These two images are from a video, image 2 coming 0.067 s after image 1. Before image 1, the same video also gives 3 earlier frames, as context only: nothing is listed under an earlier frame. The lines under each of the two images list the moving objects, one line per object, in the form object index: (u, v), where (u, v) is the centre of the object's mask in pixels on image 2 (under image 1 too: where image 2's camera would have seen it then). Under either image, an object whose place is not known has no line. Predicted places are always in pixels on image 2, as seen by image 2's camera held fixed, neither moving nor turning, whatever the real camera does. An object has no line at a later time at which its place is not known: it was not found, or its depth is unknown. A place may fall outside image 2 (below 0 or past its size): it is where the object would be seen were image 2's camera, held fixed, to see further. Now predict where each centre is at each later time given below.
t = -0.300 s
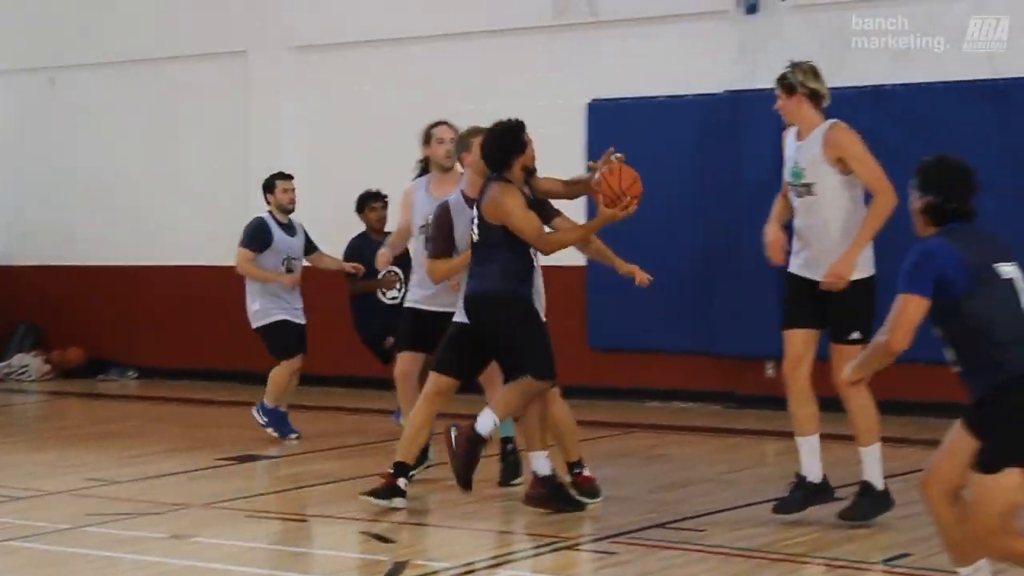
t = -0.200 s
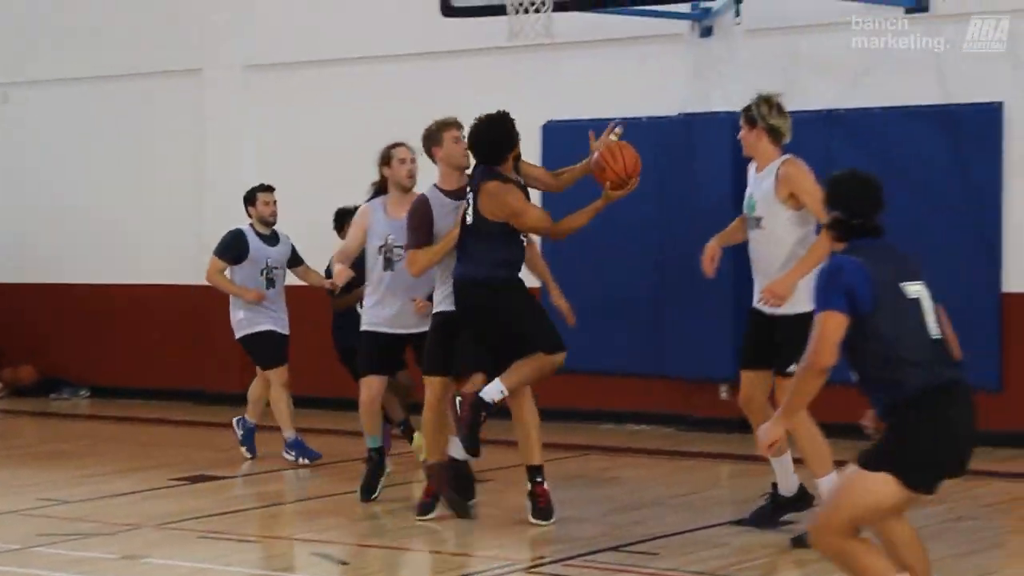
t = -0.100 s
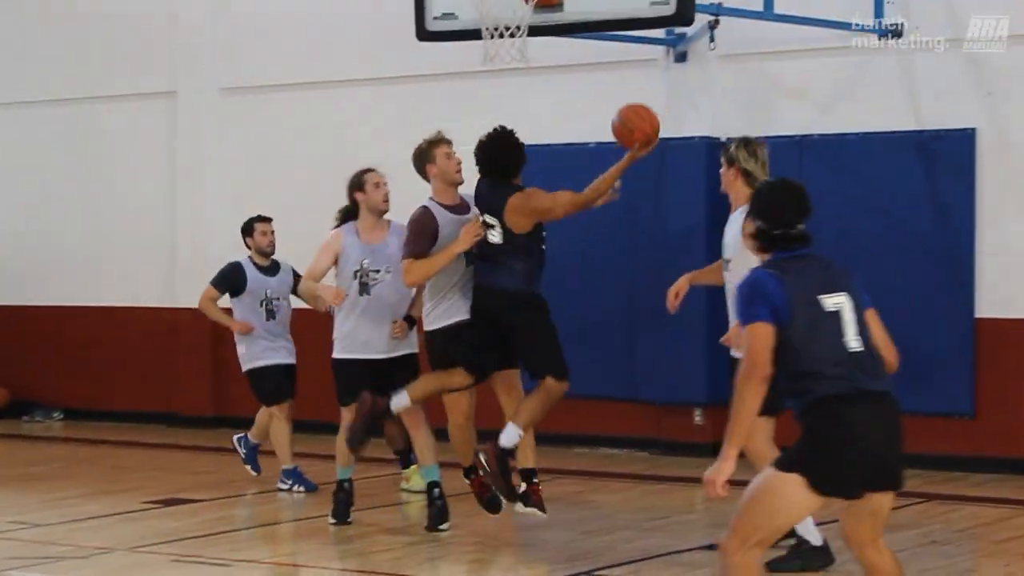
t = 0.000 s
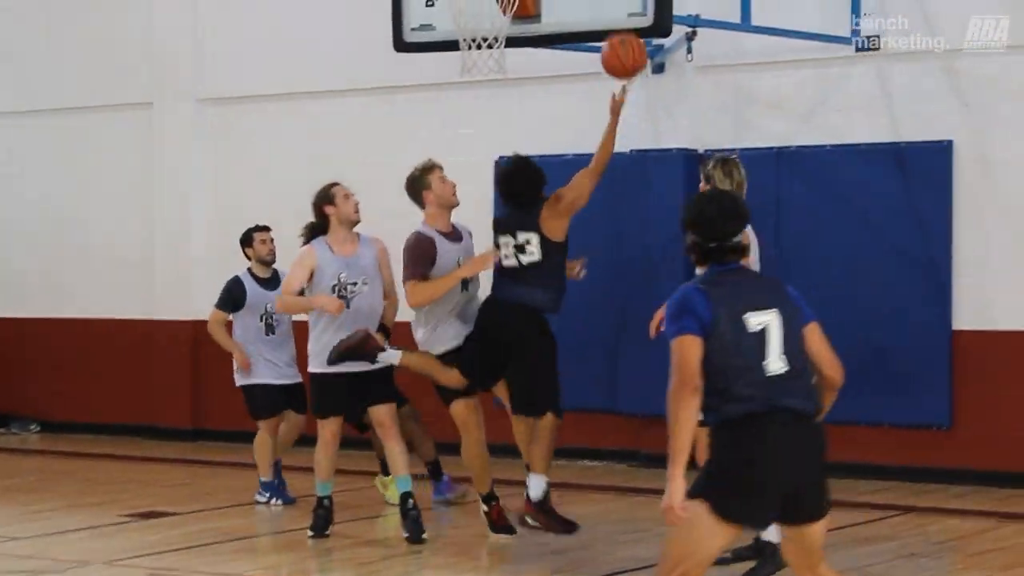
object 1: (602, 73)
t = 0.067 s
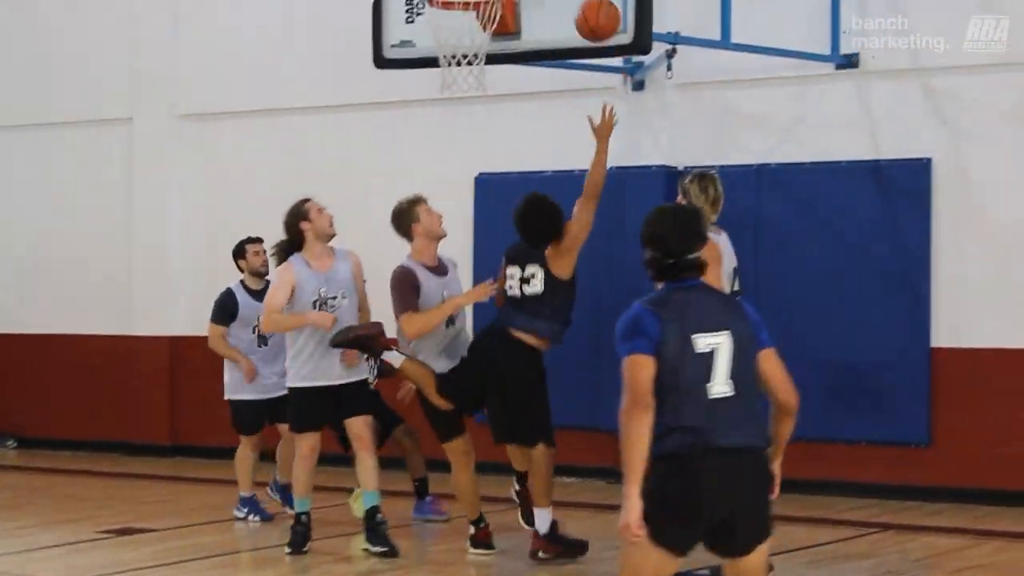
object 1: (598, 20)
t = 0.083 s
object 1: (596, 11)
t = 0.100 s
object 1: (595, 4)
